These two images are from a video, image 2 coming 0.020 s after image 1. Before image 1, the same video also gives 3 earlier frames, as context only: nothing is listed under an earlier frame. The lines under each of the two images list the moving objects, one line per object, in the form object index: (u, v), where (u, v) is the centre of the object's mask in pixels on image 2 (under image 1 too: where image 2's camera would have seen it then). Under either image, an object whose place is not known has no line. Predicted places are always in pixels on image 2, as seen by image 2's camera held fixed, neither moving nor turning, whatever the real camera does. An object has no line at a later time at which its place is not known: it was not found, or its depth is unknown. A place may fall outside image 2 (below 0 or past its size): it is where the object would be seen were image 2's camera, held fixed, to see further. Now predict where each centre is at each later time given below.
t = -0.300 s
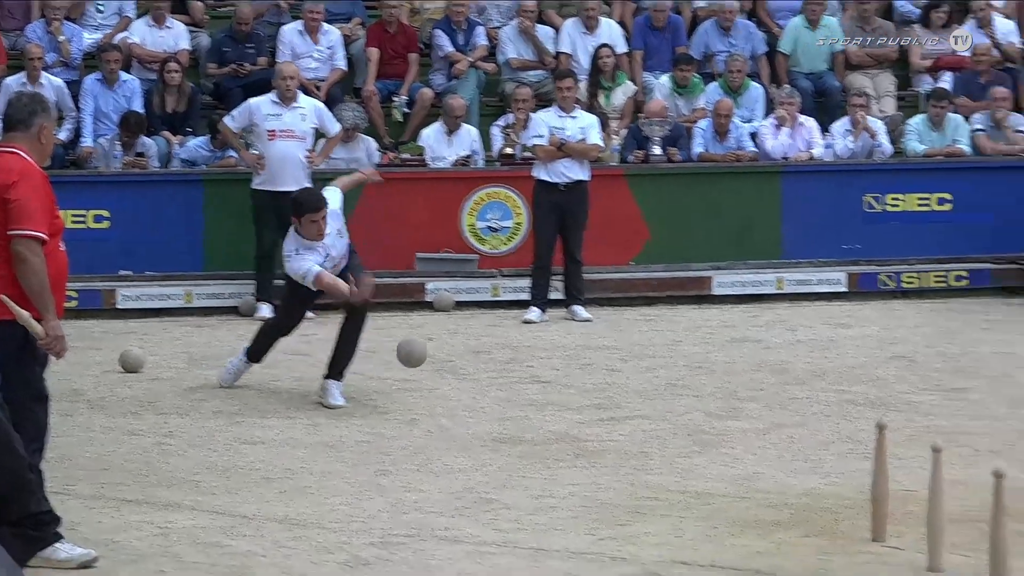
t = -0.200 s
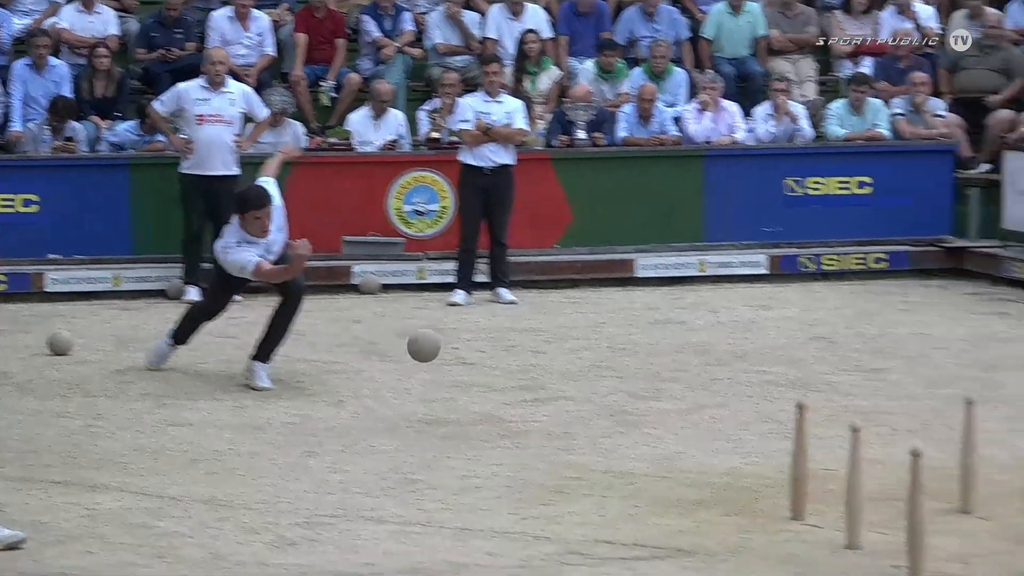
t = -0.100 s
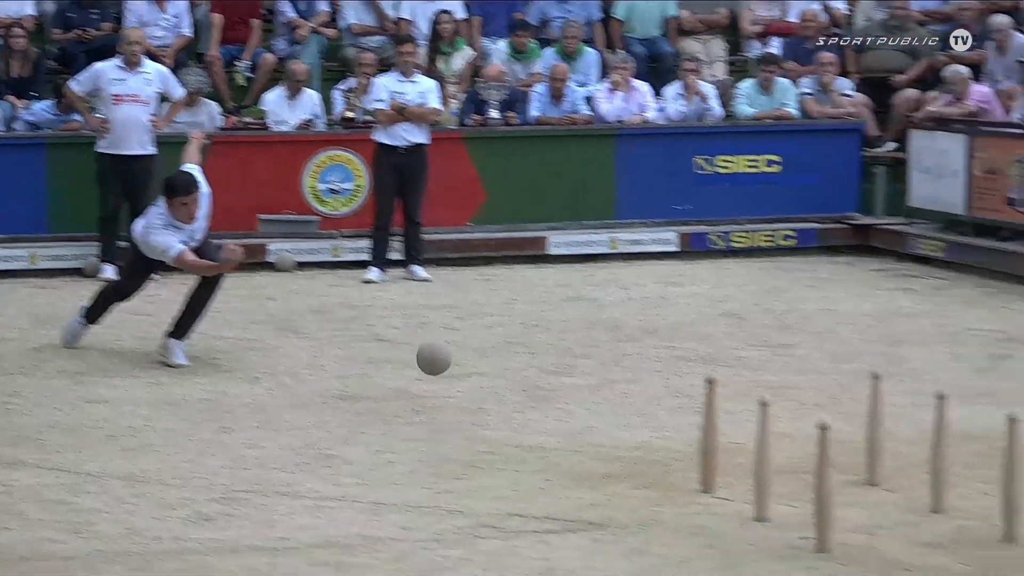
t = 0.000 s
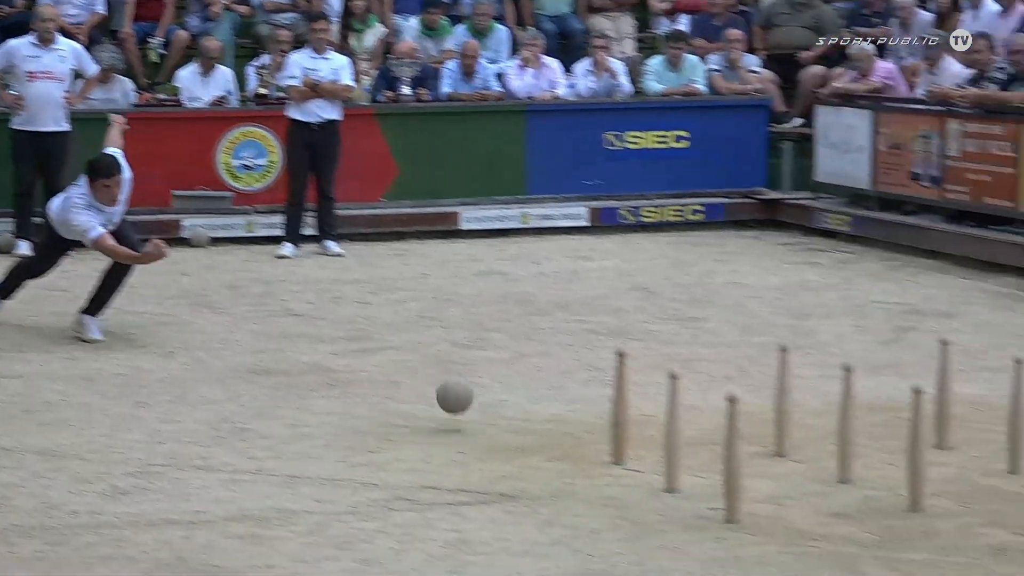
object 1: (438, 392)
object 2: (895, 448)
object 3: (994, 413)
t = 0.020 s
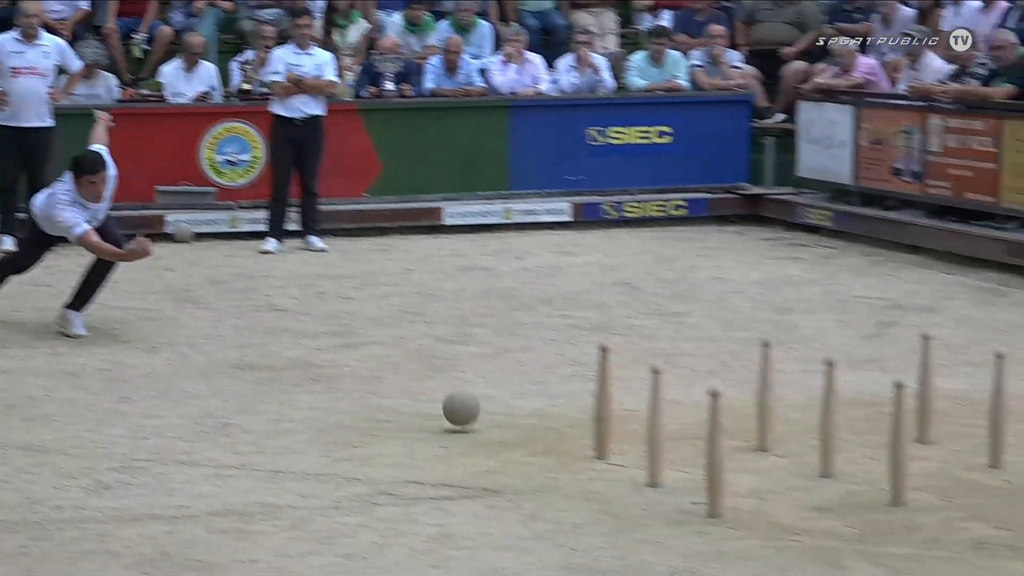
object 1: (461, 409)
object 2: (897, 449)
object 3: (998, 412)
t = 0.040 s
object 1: (482, 419)
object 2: (899, 450)
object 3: (1001, 413)
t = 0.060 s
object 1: (501, 417)
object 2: (901, 451)
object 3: (1003, 414)
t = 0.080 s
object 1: (521, 417)
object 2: (903, 452)
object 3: (1005, 416)
